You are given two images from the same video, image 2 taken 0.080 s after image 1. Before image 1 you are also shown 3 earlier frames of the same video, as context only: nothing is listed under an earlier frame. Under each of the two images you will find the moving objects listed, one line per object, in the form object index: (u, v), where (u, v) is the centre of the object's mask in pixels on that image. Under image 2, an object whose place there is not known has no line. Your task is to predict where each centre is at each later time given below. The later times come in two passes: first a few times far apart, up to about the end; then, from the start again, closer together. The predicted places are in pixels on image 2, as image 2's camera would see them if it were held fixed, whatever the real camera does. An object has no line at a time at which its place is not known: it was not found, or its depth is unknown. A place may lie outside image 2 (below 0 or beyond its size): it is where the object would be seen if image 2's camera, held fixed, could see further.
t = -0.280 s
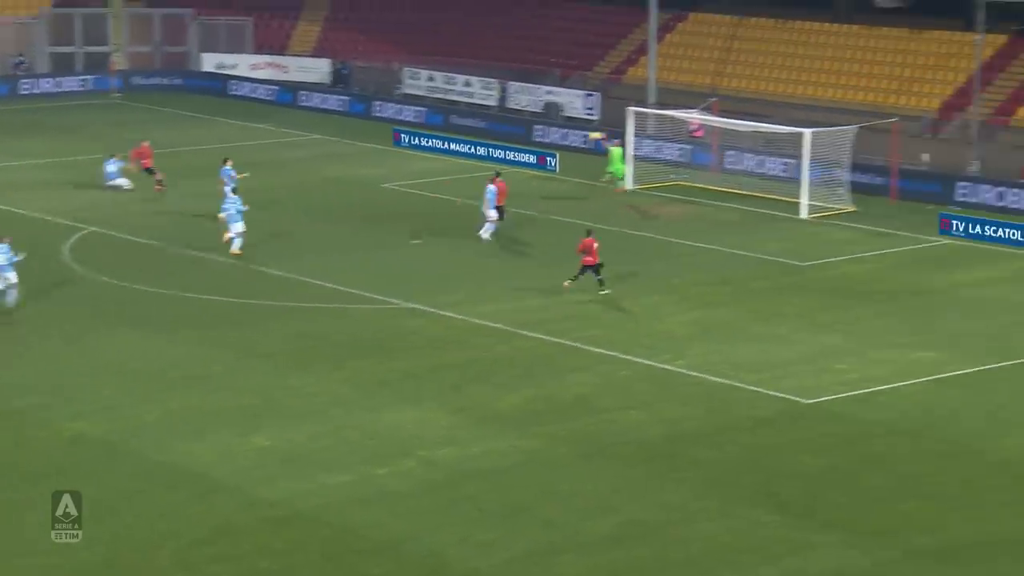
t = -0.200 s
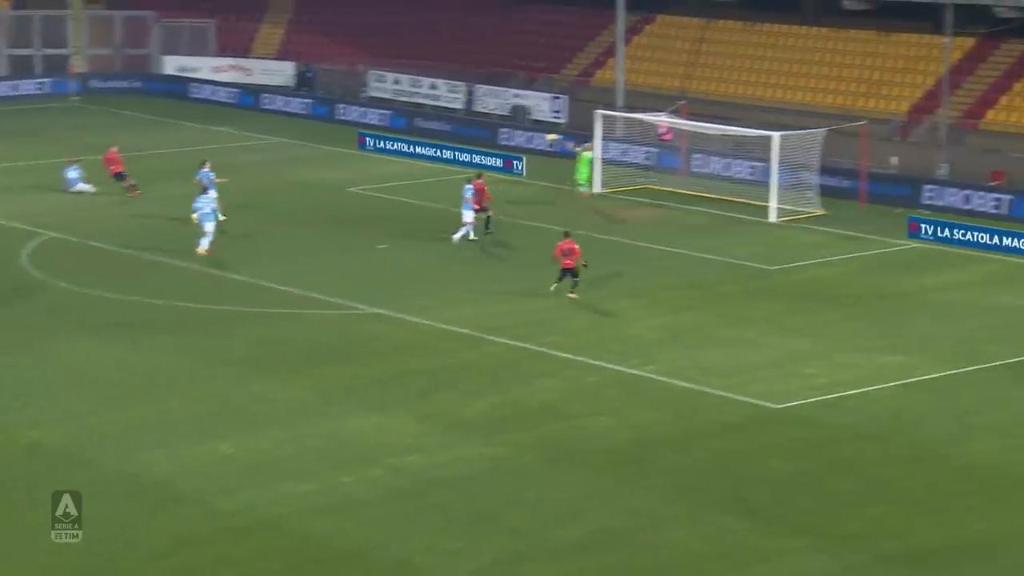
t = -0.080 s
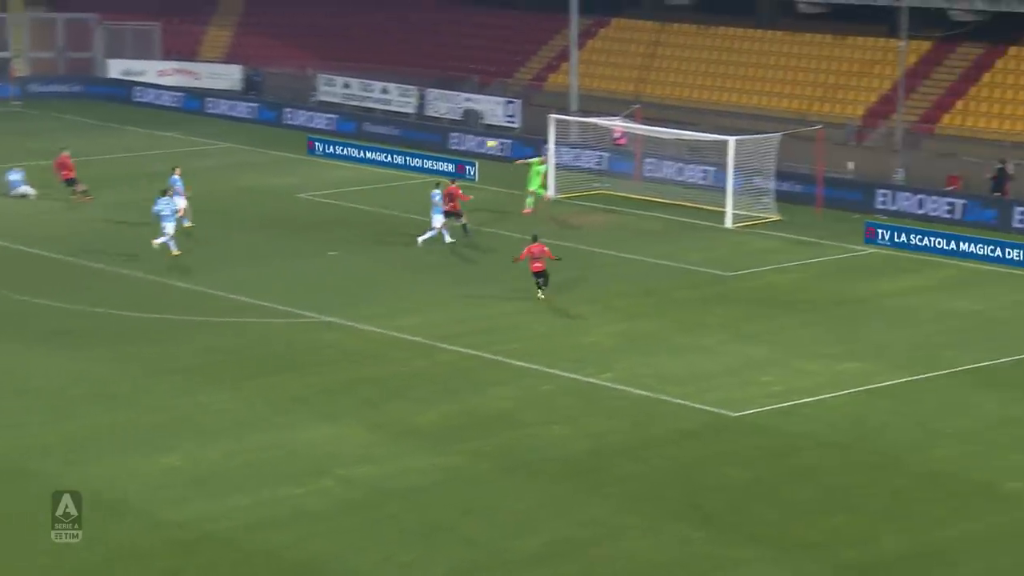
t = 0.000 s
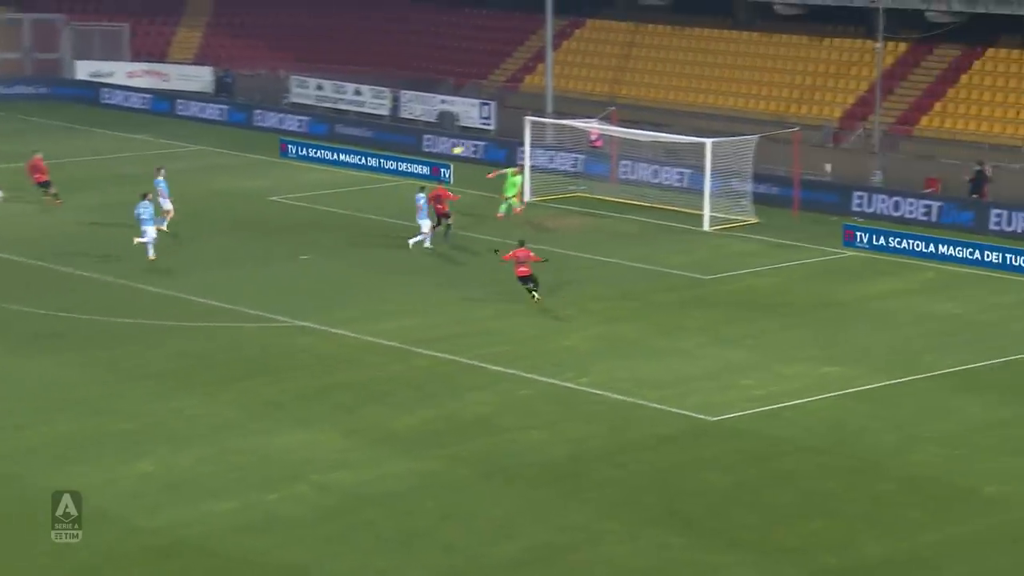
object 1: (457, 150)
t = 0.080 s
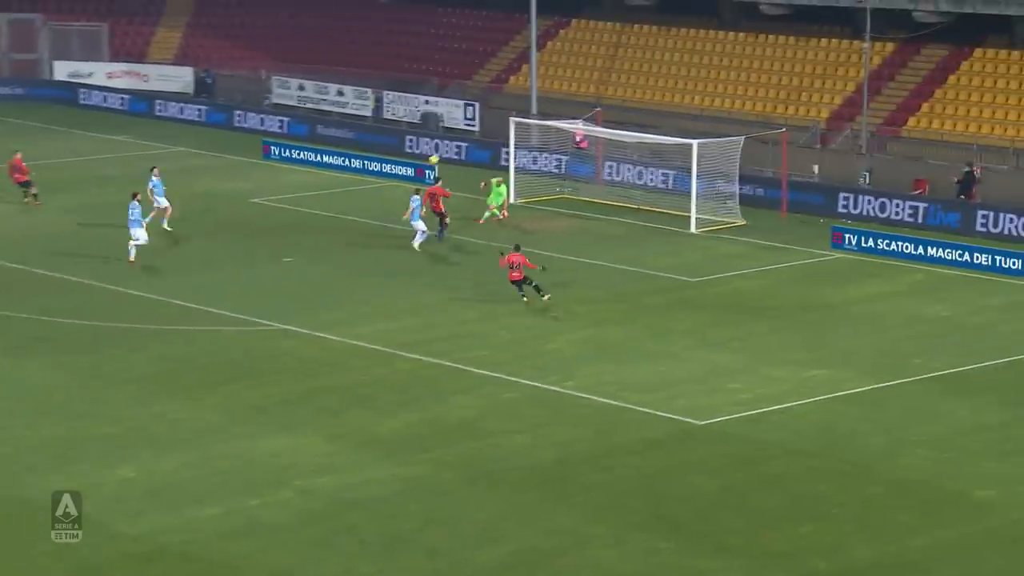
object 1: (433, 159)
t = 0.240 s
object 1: (422, 183)
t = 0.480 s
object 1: (405, 238)
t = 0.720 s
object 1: (392, 278)
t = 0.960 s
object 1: (381, 264)
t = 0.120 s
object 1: (433, 164)
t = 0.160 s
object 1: (430, 170)
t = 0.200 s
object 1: (427, 176)
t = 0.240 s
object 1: (422, 183)
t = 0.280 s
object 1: (419, 190)
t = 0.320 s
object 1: (416, 199)
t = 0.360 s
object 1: (413, 207)
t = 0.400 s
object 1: (411, 217)
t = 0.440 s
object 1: (407, 227)
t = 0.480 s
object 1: (405, 238)
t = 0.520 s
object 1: (402, 250)
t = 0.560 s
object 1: (400, 263)
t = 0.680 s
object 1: (394, 282)
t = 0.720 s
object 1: (392, 278)
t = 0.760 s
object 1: (390, 274)
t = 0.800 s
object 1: (388, 270)
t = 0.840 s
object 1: (386, 267)
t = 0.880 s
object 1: (384, 266)
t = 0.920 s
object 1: (382, 265)
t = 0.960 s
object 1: (381, 264)
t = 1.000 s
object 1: (379, 264)
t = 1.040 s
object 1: (377, 265)
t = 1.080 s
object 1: (375, 267)
